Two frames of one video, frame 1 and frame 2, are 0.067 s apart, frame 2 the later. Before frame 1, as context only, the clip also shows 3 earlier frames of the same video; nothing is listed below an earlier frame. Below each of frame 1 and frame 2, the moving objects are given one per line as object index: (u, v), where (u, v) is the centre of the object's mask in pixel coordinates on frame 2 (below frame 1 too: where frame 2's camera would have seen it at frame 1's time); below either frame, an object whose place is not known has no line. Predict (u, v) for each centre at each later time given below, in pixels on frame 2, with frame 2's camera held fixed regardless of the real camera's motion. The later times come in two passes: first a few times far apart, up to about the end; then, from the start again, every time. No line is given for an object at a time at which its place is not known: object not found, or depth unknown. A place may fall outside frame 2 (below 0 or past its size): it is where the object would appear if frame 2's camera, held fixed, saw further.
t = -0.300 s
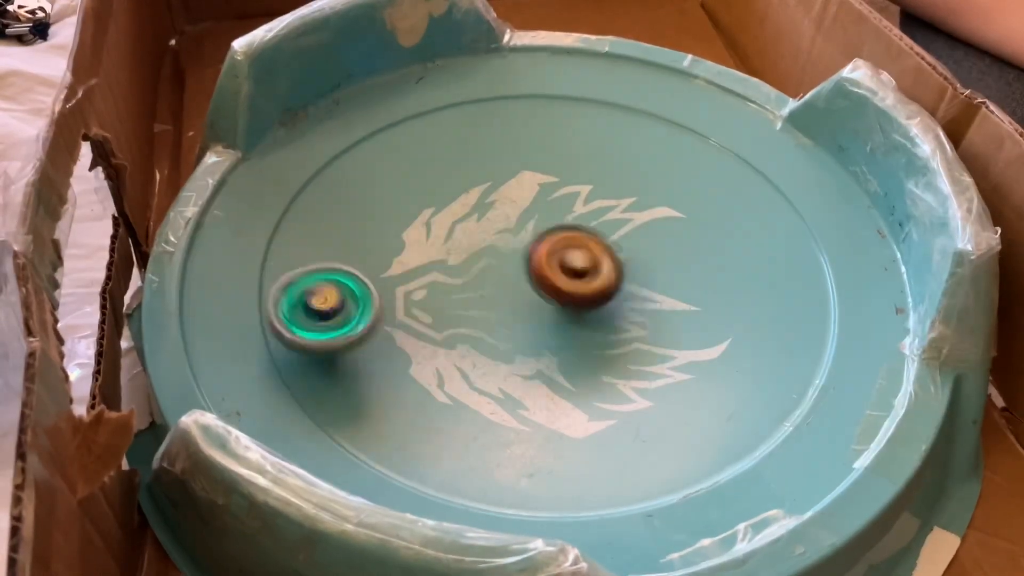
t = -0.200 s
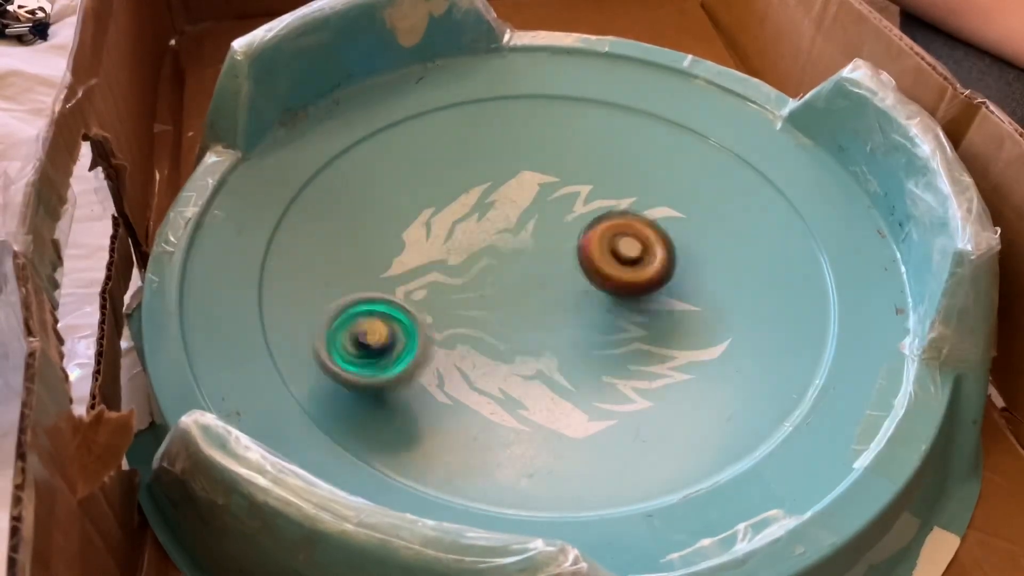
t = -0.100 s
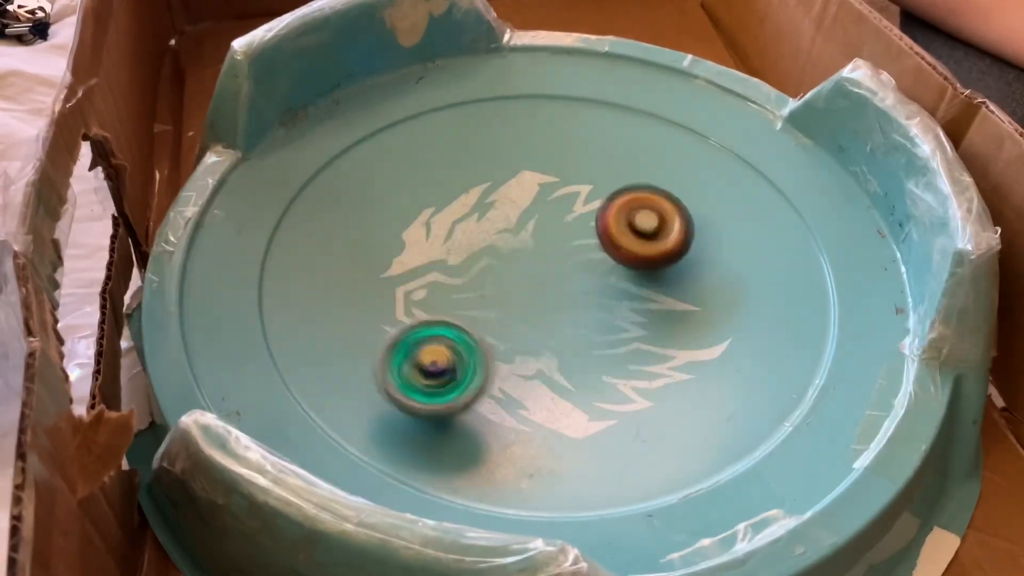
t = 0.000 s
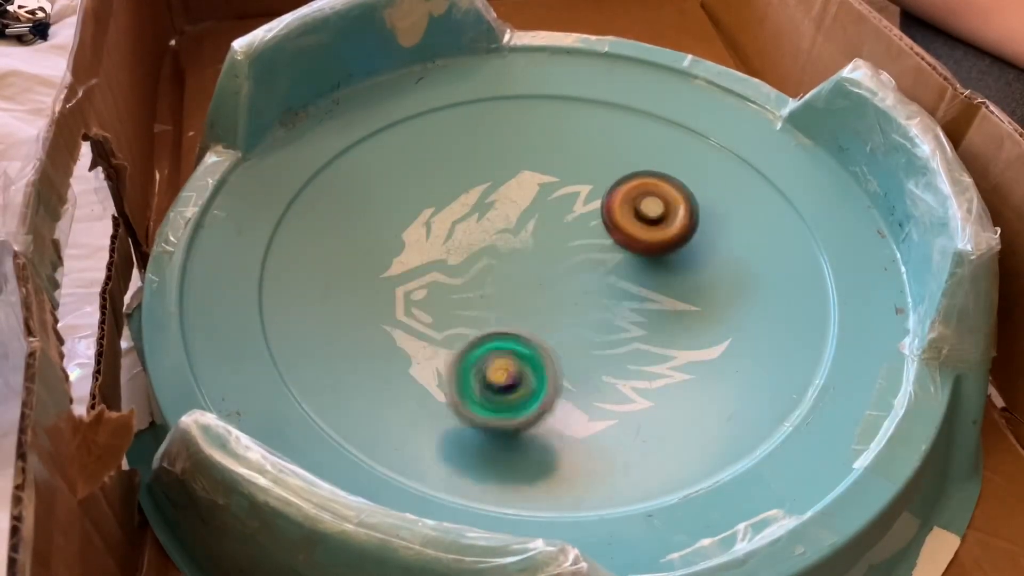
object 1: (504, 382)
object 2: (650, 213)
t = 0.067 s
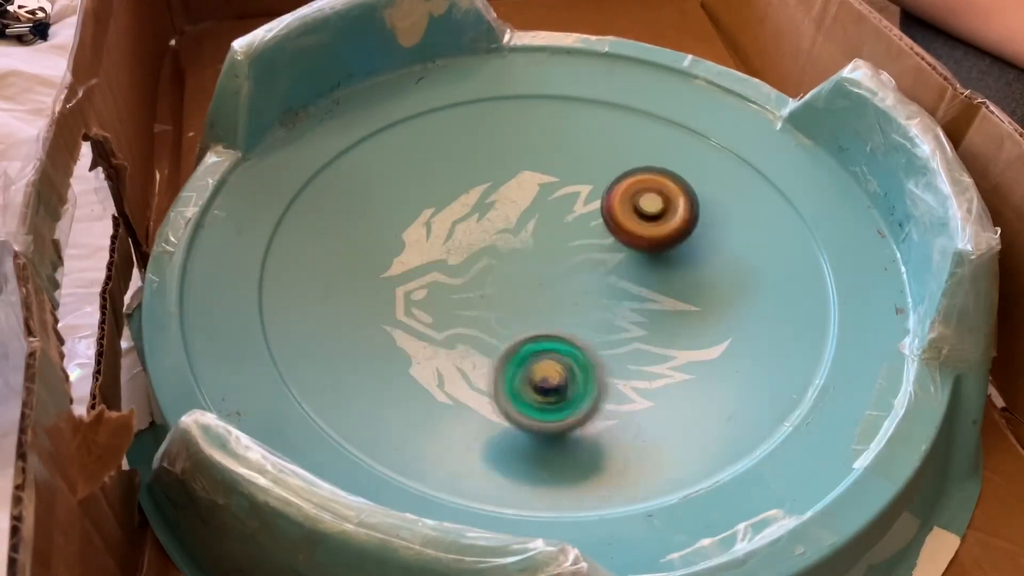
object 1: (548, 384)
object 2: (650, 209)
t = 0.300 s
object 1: (688, 357)
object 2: (643, 210)
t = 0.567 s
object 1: (724, 299)
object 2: (627, 229)
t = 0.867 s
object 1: (746, 287)
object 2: (529, 232)
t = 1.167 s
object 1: (804, 319)
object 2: (216, 215)
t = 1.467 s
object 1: (681, 320)
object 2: (368, 323)
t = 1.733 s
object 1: (651, 178)
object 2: (361, 325)
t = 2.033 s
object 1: (631, 159)
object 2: (270, 243)
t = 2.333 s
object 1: (636, 232)
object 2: (525, 263)
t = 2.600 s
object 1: (664, 229)
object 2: (601, 264)
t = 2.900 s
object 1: (658, 229)
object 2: (599, 282)
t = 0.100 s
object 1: (571, 384)
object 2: (649, 208)
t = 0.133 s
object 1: (592, 383)
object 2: (649, 206)
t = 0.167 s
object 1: (613, 379)
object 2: (648, 206)
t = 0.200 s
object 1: (633, 376)
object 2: (647, 206)
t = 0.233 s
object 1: (652, 371)
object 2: (646, 207)
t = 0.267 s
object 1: (670, 365)
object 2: (645, 208)
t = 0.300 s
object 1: (688, 357)
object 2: (643, 210)
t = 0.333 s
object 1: (702, 350)
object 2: (641, 211)
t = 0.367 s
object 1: (715, 341)
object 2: (639, 213)
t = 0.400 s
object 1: (723, 332)
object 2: (638, 215)
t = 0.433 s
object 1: (729, 324)
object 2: (636, 217)
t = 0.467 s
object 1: (731, 316)
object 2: (634, 220)
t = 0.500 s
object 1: (731, 309)
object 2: (632, 223)
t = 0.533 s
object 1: (728, 303)
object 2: (630, 226)
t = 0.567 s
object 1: (724, 299)
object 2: (627, 229)
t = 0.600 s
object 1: (721, 295)
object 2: (623, 232)
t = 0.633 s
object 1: (719, 291)
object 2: (619, 235)
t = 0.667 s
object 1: (717, 288)
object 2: (615, 238)
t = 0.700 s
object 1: (714, 285)
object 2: (611, 242)
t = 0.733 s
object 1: (710, 282)
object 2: (607, 245)
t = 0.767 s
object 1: (706, 279)
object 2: (603, 248)
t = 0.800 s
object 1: (700, 276)
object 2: (597, 252)
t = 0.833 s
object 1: (694, 273)
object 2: (591, 254)
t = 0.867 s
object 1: (746, 287)
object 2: (529, 232)
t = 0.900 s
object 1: (790, 298)
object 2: (475, 214)
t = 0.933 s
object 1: (814, 304)
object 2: (420, 193)
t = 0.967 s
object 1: (822, 307)
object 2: (372, 179)
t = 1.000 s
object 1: (816, 303)
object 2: (331, 172)
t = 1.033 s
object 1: (812, 300)
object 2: (295, 171)
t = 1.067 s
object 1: (810, 300)
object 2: (274, 176)
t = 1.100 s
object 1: (810, 305)
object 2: (254, 189)
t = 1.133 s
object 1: (808, 311)
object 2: (236, 202)
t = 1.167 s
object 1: (804, 319)
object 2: (216, 215)
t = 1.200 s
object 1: (794, 324)
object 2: (198, 230)
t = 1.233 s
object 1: (783, 328)
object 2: (193, 243)
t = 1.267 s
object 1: (767, 332)
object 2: (211, 259)
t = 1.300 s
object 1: (751, 332)
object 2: (230, 273)
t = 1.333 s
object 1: (735, 335)
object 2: (252, 287)
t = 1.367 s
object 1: (720, 329)
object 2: (275, 299)
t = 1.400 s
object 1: (707, 330)
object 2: (304, 311)
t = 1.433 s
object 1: (693, 326)
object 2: (335, 318)
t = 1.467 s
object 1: (681, 320)
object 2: (368, 323)
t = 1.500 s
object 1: (666, 310)
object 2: (402, 327)
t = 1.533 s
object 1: (646, 300)
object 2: (437, 326)
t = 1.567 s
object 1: (620, 287)
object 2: (472, 325)
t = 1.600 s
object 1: (589, 277)
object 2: (500, 321)
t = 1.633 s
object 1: (599, 252)
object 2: (490, 316)
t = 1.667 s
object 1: (621, 218)
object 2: (443, 309)
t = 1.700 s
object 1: (642, 195)
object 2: (396, 318)
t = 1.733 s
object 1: (651, 178)
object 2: (361, 325)
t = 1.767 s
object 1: (657, 167)
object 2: (327, 310)
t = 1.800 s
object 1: (656, 158)
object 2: (294, 312)
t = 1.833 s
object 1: (652, 152)
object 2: (272, 297)
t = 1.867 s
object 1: (650, 149)
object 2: (257, 285)
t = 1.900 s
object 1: (651, 148)
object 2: (250, 273)
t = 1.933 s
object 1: (652, 153)
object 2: (248, 259)
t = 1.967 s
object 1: (648, 156)
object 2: (252, 248)
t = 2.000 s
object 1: (640, 158)
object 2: (260, 244)
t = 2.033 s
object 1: (631, 159)
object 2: (270, 243)
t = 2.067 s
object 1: (626, 159)
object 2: (290, 246)
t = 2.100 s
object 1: (623, 160)
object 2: (308, 250)
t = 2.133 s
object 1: (622, 163)
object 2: (331, 253)
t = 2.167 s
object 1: (619, 170)
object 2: (354, 258)
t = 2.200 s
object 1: (616, 181)
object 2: (379, 261)
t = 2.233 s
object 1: (617, 195)
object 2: (414, 264)
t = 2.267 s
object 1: (621, 207)
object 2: (449, 268)
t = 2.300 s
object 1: (628, 221)
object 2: (486, 264)
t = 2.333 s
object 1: (636, 232)
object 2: (525, 263)
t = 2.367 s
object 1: (647, 236)
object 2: (556, 258)
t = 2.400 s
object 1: (661, 232)
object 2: (566, 259)
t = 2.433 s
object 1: (662, 229)
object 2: (574, 261)
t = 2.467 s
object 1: (658, 230)
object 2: (579, 261)
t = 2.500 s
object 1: (659, 228)
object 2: (586, 260)
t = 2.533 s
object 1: (660, 228)
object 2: (591, 262)
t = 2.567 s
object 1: (662, 229)
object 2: (596, 263)
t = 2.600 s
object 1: (664, 229)
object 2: (601, 264)
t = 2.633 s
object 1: (662, 227)
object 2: (602, 268)
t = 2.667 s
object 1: (661, 226)
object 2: (604, 270)
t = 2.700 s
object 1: (661, 225)
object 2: (605, 272)
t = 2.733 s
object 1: (660, 225)
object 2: (604, 275)
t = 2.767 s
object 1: (659, 226)
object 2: (605, 277)
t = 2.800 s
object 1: (660, 227)
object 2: (605, 277)
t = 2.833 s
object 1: (660, 228)
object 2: (602, 280)
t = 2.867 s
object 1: (659, 229)
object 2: (602, 281)
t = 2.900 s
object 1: (658, 229)
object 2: (599, 282)
